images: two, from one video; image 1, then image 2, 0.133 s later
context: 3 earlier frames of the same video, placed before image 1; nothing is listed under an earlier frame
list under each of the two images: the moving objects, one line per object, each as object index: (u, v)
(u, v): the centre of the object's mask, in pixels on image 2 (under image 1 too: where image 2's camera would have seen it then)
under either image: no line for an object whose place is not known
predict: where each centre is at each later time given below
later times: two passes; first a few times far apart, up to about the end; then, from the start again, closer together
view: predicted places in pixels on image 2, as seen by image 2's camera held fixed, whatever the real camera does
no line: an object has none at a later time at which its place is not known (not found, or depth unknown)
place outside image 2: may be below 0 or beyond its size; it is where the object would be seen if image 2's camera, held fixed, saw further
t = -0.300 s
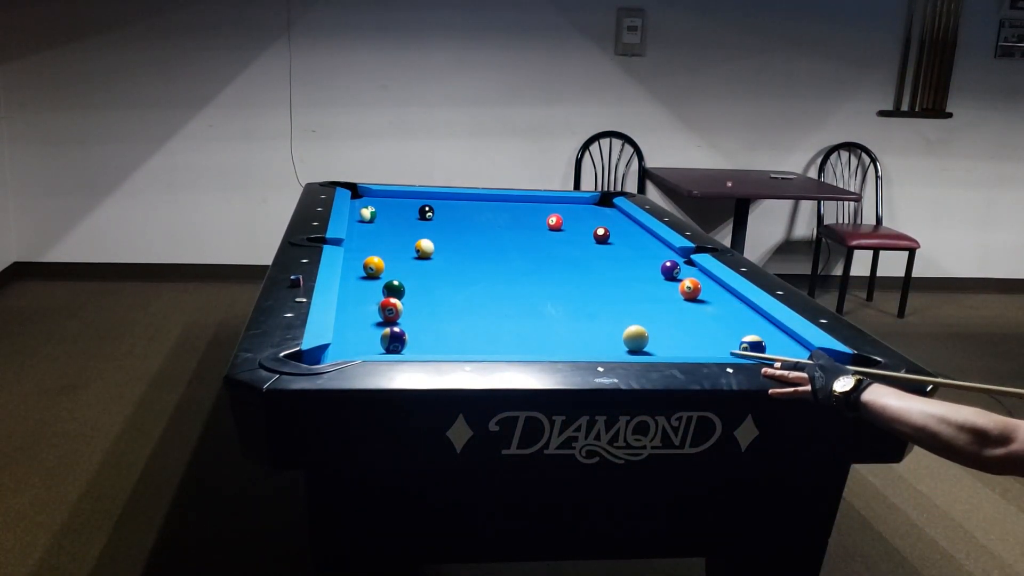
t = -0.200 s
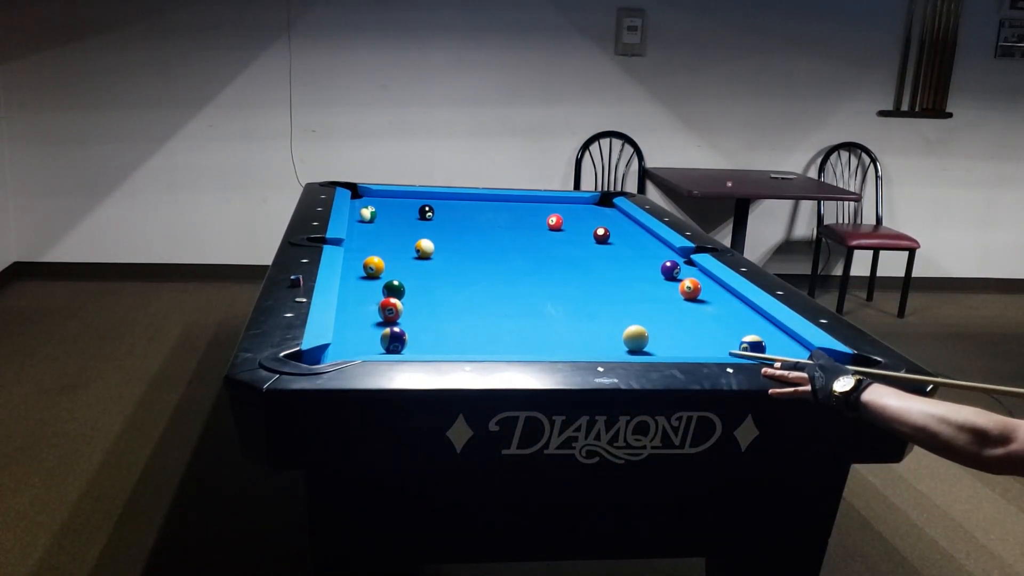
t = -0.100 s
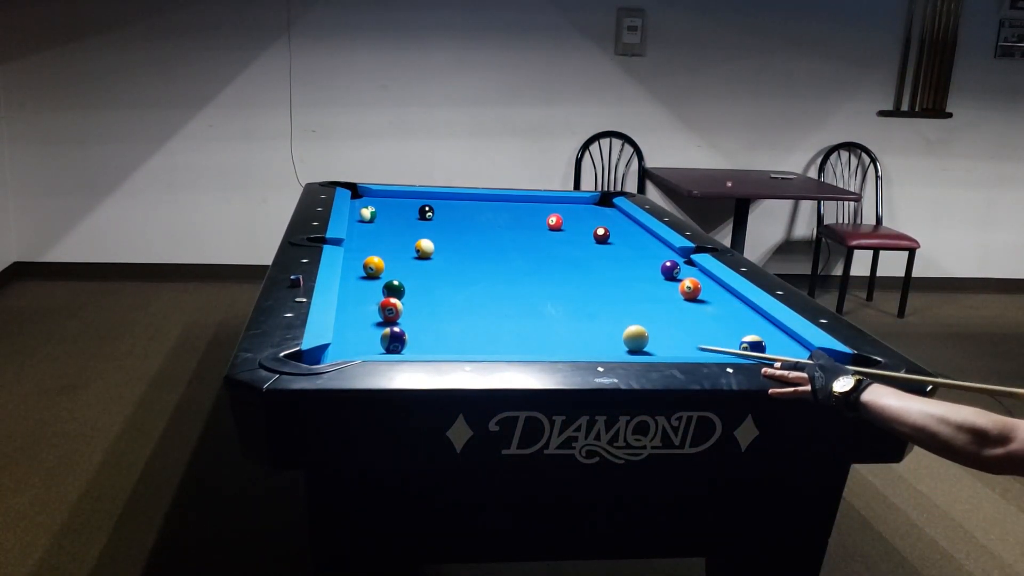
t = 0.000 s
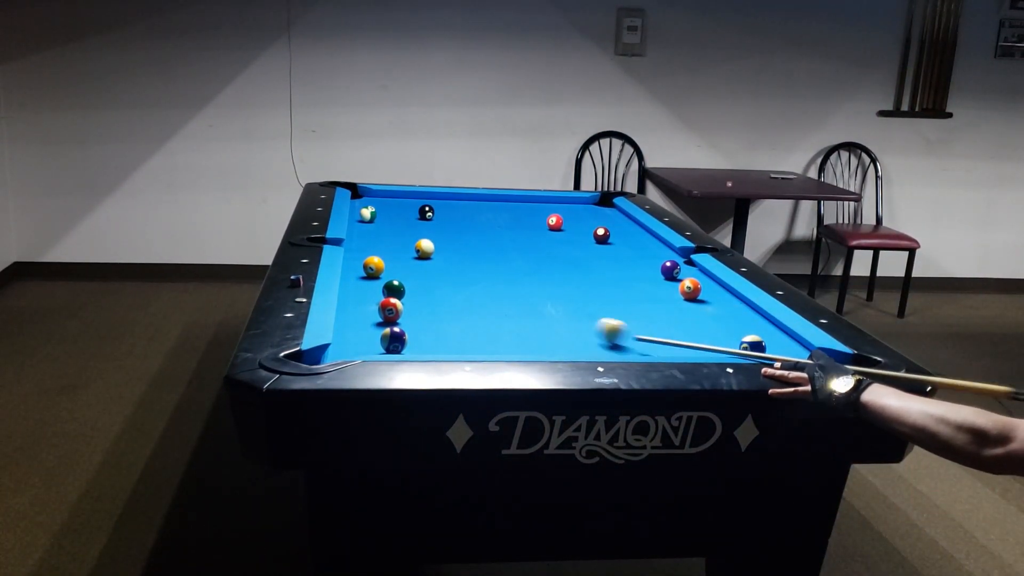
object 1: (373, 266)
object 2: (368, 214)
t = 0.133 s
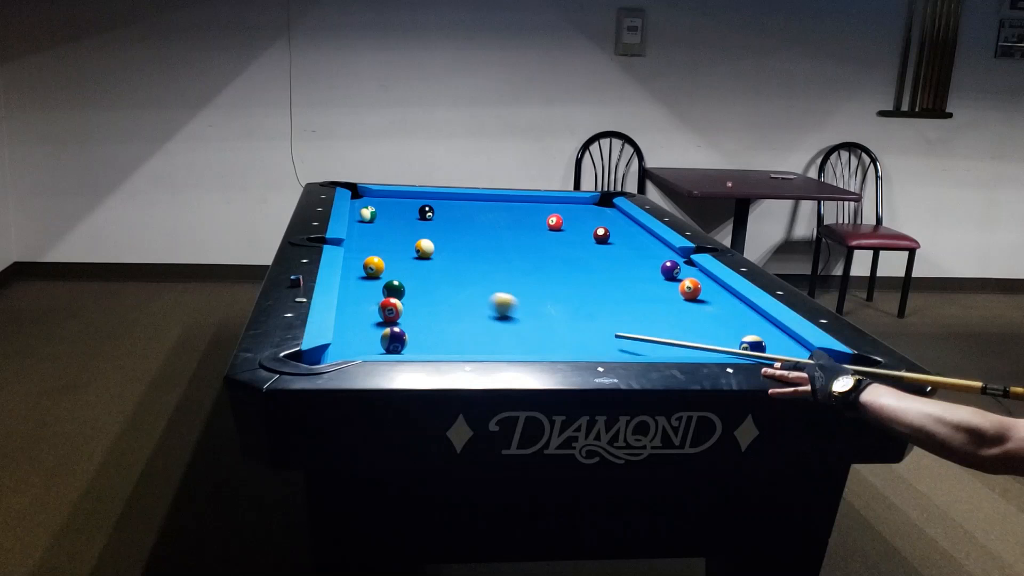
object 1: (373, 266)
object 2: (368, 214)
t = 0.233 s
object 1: (373, 266)
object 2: (368, 214)
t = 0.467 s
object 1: (373, 254)
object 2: (368, 214)
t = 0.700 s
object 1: (373, 242)
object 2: (368, 214)
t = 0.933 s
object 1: (372, 230)
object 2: (368, 213)
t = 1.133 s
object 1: (372, 220)
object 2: (366, 211)
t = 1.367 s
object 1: (377, 216)
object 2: (363, 209)
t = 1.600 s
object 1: (383, 214)
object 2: (358, 204)
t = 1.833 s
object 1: (389, 212)
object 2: (360, 200)
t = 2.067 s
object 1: (394, 210)
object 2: (364, 196)
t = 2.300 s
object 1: (398, 209)
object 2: (367, 193)
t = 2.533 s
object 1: (402, 208)
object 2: (363, 192)
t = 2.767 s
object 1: (405, 207)
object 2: (356, 192)
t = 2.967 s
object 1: (407, 206)
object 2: (356, 192)
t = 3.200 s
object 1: (408, 205)
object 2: (357, 192)
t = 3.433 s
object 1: (409, 205)
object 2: (358, 192)
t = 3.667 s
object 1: (409, 205)
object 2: (358, 192)
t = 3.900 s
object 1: (410, 205)
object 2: (358, 192)
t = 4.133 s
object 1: (410, 205)
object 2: (358, 192)
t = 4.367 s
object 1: (410, 205)
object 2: (358, 192)
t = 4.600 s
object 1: (410, 205)
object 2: (358, 192)
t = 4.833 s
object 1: (410, 205)
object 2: (358, 192)
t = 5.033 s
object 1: (410, 205)
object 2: (358, 192)
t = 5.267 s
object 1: (410, 205)
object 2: (358, 192)
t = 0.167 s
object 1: (373, 266)
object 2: (368, 214)
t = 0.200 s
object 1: (374, 266)
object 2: (368, 214)
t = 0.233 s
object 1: (373, 266)
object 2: (368, 214)
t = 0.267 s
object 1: (373, 266)
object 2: (368, 214)
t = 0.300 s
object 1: (373, 266)
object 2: (368, 214)
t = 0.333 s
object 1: (371, 265)
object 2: (368, 214)
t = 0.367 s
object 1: (377, 261)
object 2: (368, 214)
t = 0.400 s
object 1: (373, 262)
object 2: (368, 214)
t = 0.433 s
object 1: (374, 257)
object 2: (368, 214)
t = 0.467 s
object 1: (373, 254)
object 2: (368, 214)
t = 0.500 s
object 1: (373, 254)
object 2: (368, 214)
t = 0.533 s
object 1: (373, 252)
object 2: (368, 214)
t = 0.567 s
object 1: (373, 250)
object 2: (368, 214)
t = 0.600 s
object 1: (373, 248)
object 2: (368, 214)
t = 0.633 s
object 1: (373, 246)
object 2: (368, 214)
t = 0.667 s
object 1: (373, 244)
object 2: (368, 214)
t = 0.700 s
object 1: (373, 242)
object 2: (368, 214)
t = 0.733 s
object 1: (373, 240)
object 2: (368, 214)
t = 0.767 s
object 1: (372, 238)
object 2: (368, 214)
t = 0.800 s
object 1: (372, 236)
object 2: (368, 214)
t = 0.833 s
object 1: (372, 235)
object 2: (368, 214)
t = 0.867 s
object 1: (372, 233)
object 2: (368, 214)
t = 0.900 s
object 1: (372, 231)
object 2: (368, 214)
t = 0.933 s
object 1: (372, 230)
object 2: (368, 213)
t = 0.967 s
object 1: (372, 228)
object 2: (368, 213)
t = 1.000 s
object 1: (372, 226)
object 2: (368, 212)
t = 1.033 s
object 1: (372, 225)
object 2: (367, 212)
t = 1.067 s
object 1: (372, 223)
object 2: (367, 212)
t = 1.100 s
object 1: (372, 222)
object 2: (367, 211)
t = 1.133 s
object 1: (372, 220)
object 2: (366, 211)
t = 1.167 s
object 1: (372, 219)
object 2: (366, 210)
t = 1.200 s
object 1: (372, 217)
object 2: (365, 210)
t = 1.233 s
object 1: (373, 217)
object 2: (365, 211)
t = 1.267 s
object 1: (374, 217)
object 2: (364, 210)
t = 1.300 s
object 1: (375, 216)
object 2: (363, 210)
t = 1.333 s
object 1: (376, 216)
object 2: (363, 209)
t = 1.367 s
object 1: (377, 216)
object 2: (363, 209)
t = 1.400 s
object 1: (378, 215)
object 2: (363, 209)
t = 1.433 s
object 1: (379, 215)
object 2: (362, 208)
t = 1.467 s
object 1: (380, 215)
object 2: (361, 207)
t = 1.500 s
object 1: (381, 215)
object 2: (361, 206)
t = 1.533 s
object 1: (382, 214)
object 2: (360, 205)
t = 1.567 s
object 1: (382, 214)
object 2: (359, 205)
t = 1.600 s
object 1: (383, 214)
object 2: (358, 204)
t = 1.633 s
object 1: (384, 213)
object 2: (357, 203)
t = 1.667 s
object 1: (385, 213)
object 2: (358, 202)
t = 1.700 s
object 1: (386, 213)
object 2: (358, 202)
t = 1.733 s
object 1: (387, 213)
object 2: (359, 201)
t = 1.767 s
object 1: (387, 212)
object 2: (359, 201)
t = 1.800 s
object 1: (388, 212)
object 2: (360, 200)
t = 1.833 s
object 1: (389, 212)
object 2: (360, 200)
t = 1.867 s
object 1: (390, 212)
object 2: (361, 199)
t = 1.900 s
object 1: (390, 212)
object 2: (361, 198)
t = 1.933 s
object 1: (391, 211)
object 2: (362, 198)
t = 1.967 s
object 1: (392, 211)
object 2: (363, 197)
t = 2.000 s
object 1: (392, 211)
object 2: (363, 197)
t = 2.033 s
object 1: (393, 210)
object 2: (364, 196)
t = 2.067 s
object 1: (394, 210)
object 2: (364, 196)
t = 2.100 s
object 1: (394, 210)
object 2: (364, 195)
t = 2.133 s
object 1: (395, 210)
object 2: (365, 195)
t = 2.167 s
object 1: (396, 209)
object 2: (365, 194)
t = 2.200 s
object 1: (396, 209)
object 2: (366, 194)
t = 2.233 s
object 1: (397, 209)
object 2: (366, 194)
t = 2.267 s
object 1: (397, 209)
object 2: (367, 193)
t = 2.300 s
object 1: (398, 209)
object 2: (367, 193)
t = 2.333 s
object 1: (398, 209)
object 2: (368, 193)
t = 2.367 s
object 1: (399, 208)
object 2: (368, 192)
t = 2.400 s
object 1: (400, 208)
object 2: (368, 192)
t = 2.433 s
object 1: (400, 208)
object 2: (366, 192)
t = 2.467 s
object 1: (401, 208)
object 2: (365, 192)
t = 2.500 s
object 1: (401, 208)
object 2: (364, 192)
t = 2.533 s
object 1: (402, 208)
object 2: (363, 192)
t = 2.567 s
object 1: (402, 208)
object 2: (362, 192)
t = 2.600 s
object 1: (403, 207)
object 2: (361, 192)
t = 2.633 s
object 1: (403, 207)
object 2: (360, 192)
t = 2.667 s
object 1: (404, 207)
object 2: (359, 192)
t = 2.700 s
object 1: (404, 207)
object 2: (358, 192)
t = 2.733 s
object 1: (404, 207)
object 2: (357, 192)
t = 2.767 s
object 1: (405, 207)
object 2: (356, 192)
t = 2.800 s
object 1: (405, 207)
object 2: (355, 192)
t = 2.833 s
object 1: (405, 207)
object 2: (355, 192)
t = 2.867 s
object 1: (406, 207)
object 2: (355, 192)
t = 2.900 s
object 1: (406, 206)
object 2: (355, 192)
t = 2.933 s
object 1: (406, 206)
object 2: (355, 192)
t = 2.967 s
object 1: (407, 206)
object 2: (356, 192)
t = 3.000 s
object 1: (407, 206)
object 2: (356, 192)
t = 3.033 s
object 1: (407, 206)
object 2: (356, 192)
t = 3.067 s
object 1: (407, 206)
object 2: (356, 192)
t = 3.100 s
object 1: (408, 206)
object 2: (356, 192)
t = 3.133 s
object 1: (408, 206)
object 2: (357, 192)
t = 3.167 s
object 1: (408, 206)
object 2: (357, 192)
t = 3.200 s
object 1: (408, 205)
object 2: (357, 192)
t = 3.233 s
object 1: (408, 205)
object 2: (357, 192)
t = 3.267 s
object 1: (408, 205)
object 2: (357, 192)
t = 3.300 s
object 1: (408, 205)
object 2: (357, 192)
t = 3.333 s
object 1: (408, 205)
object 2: (357, 192)
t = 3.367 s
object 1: (409, 205)
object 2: (358, 192)
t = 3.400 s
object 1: (409, 205)
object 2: (358, 192)
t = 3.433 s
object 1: (409, 205)
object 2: (358, 192)
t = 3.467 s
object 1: (409, 205)
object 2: (358, 192)
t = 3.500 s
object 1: (409, 205)
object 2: (358, 192)
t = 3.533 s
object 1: (409, 205)
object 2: (358, 192)
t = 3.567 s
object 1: (409, 205)
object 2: (358, 192)
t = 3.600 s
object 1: (409, 205)
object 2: (358, 192)
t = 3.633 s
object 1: (409, 205)
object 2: (358, 192)
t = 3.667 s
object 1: (409, 205)
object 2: (358, 192)
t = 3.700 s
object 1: (409, 205)
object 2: (358, 192)
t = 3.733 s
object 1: (409, 205)
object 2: (358, 192)
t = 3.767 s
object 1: (410, 205)
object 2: (358, 192)
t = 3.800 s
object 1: (410, 205)
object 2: (358, 192)
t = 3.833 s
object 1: (410, 205)
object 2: (358, 192)
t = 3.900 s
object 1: (410, 205)
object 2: (358, 192)
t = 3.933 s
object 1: (410, 205)
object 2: (358, 192)
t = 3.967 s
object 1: (410, 205)
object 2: (358, 192)
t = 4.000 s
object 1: (410, 205)
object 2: (358, 192)
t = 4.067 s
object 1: (410, 205)
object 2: (358, 192)
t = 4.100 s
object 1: (410, 205)
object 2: (358, 192)
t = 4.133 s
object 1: (410, 205)
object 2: (358, 192)
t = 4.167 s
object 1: (410, 205)
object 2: (358, 192)
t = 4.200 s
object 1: (410, 205)
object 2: (358, 192)
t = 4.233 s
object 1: (410, 205)
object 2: (358, 192)
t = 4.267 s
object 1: (410, 205)
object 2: (358, 192)
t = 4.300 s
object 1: (410, 205)
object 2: (358, 192)
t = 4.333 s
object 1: (410, 205)
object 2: (358, 192)
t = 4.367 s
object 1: (410, 205)
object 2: (358, 192)
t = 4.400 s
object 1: (410, 205)
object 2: (358, 192)
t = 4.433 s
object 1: (410, 205)
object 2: (358, 192)
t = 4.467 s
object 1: (410, 205)
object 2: (358, 192)
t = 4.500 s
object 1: (410, 205)
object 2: (358, 192)
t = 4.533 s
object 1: (410, 205)
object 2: (358, 192)
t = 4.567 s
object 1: (410, 205)
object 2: (358, 192)
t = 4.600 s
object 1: (410, 205)
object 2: (358, 192)
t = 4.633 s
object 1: (410, 205)
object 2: (358, 192)
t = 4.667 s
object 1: (410, 205)
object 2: (358, 192)
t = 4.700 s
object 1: (410, 205)
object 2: (358, 192)
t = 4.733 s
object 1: (410, 205)
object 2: (358, 192)
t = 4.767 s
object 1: (410, 205)
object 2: (358, 192)
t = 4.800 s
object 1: (410, 205)
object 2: (358, 192)
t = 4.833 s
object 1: (410, 205)
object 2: (358, 192)
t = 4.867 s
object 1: (410, 205)
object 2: (358, 192)
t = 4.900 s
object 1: (410, 205)
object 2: (358, 192)
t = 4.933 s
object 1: (410, 205)
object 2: (358, 192)
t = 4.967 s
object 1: (410, 205)
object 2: (358, 192)
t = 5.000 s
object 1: (410, 205)
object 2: (358, 192)
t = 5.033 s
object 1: (410, 205)
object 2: (358, 192)
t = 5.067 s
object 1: (410, 205)
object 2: (358, 192)
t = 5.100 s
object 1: (410, 205)
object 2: (358, 192)
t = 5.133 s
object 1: (410, 205)
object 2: (358, 192)
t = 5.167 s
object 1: (410, 205)
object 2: (358, 192)
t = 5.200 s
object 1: (410, 205)
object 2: (358, 192)
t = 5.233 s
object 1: (410, 205)
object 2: (358, 192)
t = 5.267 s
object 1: (410, 205)
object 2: (358, 192)
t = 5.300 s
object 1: (410, 205)
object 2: (358, 192)
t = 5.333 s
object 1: (410, 205)
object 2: (358, 192)
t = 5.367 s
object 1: (410, 205)
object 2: (358, 192)
